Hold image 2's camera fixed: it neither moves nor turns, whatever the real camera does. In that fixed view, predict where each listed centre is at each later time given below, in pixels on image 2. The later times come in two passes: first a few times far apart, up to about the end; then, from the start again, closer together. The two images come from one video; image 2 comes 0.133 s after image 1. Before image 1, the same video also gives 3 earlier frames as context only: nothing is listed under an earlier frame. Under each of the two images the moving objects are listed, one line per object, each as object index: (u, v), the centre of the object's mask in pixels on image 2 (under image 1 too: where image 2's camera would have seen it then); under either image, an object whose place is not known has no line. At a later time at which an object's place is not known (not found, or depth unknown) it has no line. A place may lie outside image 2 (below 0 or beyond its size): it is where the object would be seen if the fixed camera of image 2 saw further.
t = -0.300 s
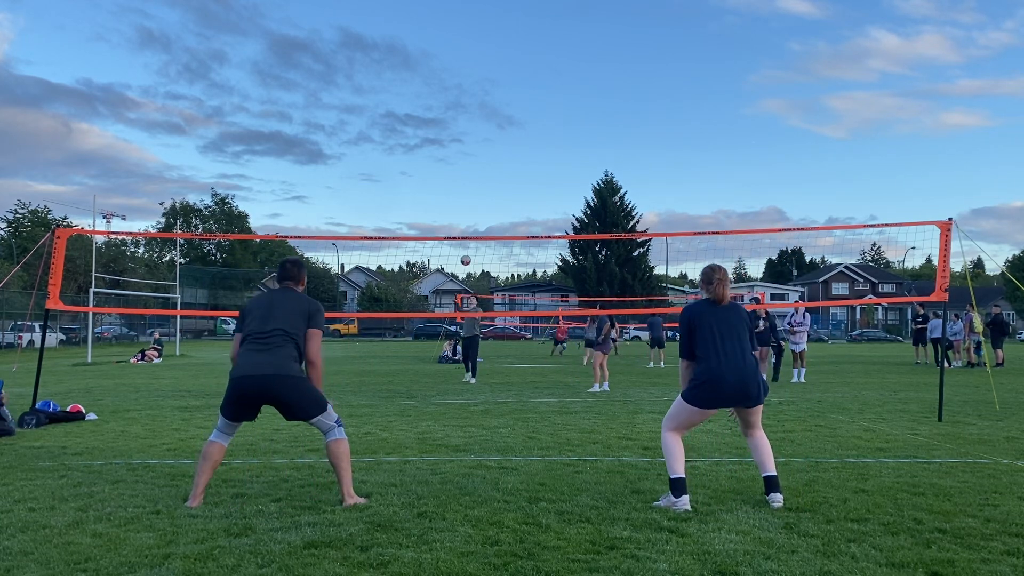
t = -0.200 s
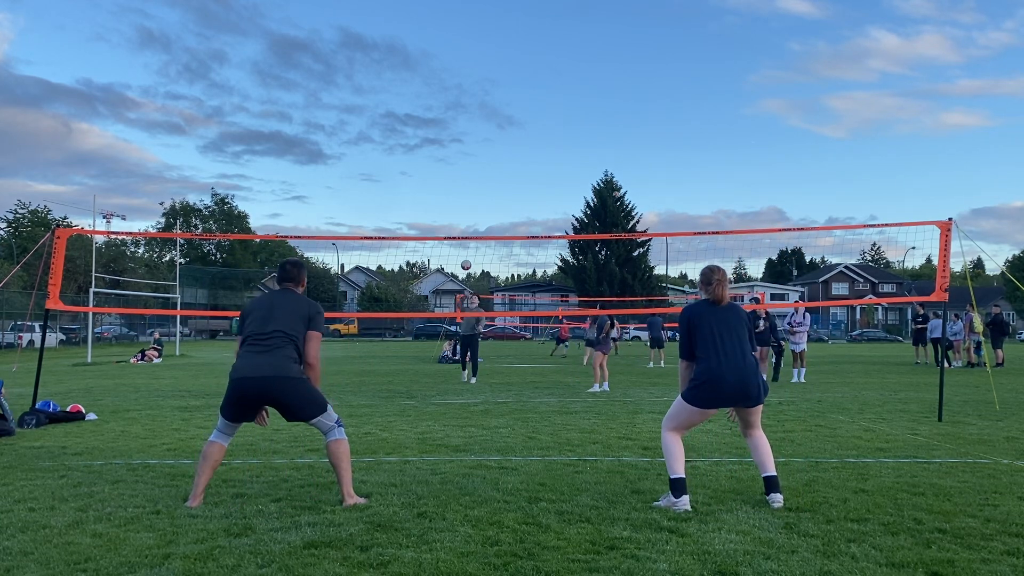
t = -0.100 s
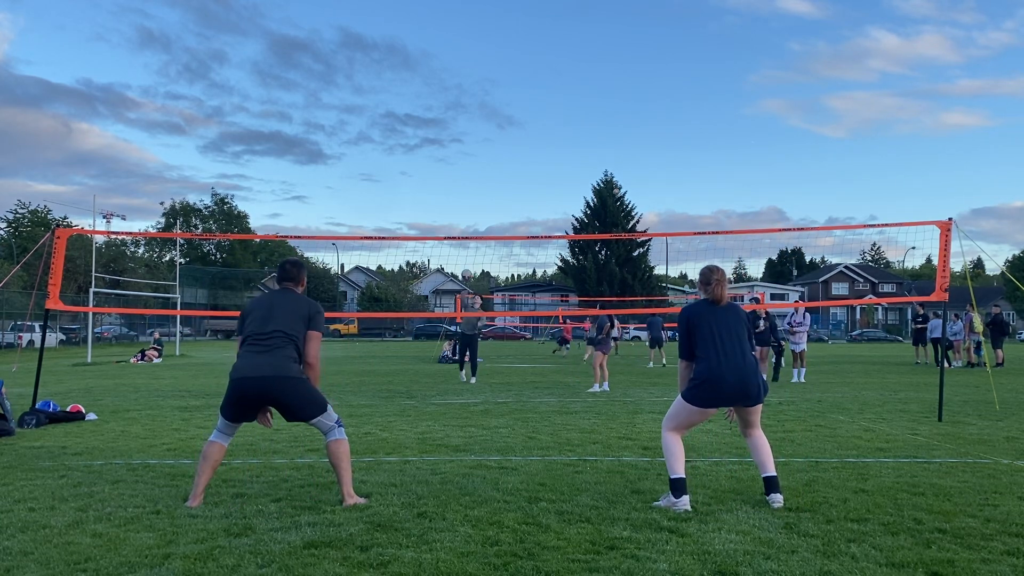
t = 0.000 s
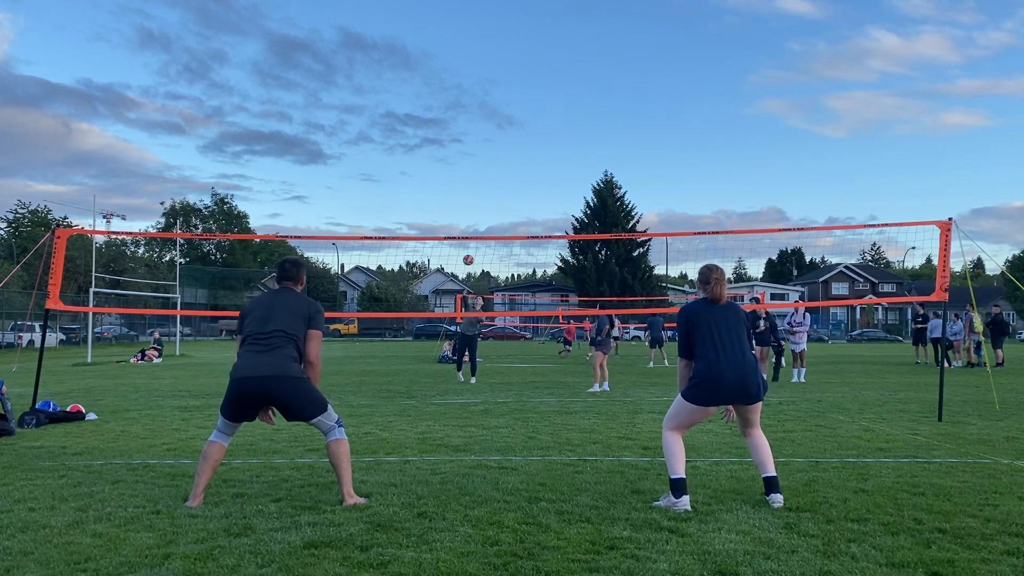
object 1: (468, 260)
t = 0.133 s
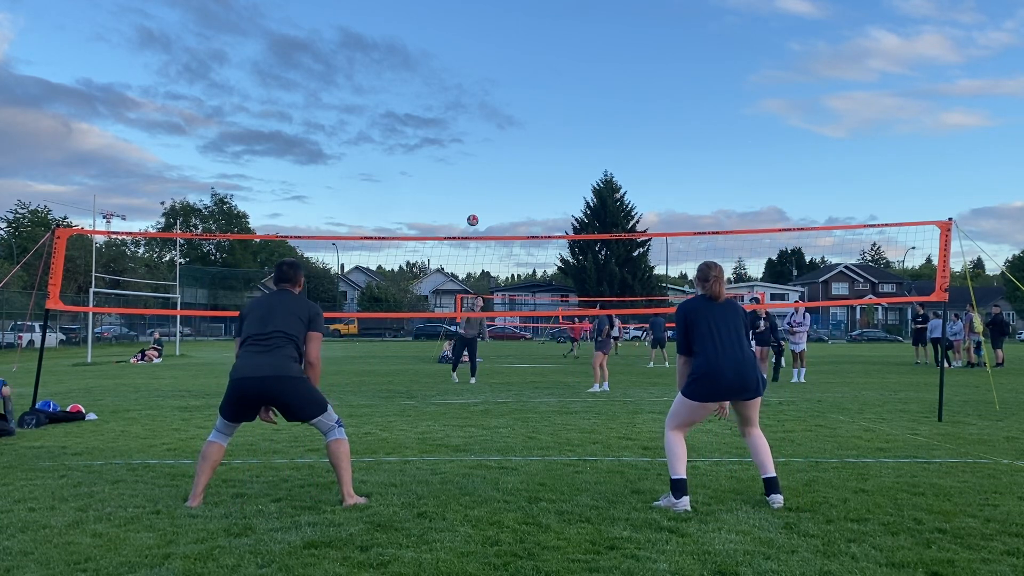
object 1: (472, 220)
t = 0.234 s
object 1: (476, 193)
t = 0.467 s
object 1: (487, 141)
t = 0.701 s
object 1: (504, 114)
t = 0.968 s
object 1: (534, 129)
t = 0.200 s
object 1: (475, 202)
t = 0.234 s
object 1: (476, 193)
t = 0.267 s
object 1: (478, 184)
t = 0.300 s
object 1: (479, 176)
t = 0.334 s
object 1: (480, 168)
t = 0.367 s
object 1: (482, 161)
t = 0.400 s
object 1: (484, 154)
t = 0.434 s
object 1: (485, 147)
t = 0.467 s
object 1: (487, 141)
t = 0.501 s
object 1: (489, 136)
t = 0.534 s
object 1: (491, 130)
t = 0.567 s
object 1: (494, 126)
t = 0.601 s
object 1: (496, 122)
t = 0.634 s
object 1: (499, 119)
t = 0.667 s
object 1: (502, 116)
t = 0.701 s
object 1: (504, 114)
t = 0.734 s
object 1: (507, 112)
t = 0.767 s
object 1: (511, 112)
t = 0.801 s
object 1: (514, 112)
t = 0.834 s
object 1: (517, 114)
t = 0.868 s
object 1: (521, 116)
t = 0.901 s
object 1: (525, 119)
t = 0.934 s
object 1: (529, 123)
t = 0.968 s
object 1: (534, 129)
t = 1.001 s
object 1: (538, 136)
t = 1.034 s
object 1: (543, 145)
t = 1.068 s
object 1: (548, 155)
